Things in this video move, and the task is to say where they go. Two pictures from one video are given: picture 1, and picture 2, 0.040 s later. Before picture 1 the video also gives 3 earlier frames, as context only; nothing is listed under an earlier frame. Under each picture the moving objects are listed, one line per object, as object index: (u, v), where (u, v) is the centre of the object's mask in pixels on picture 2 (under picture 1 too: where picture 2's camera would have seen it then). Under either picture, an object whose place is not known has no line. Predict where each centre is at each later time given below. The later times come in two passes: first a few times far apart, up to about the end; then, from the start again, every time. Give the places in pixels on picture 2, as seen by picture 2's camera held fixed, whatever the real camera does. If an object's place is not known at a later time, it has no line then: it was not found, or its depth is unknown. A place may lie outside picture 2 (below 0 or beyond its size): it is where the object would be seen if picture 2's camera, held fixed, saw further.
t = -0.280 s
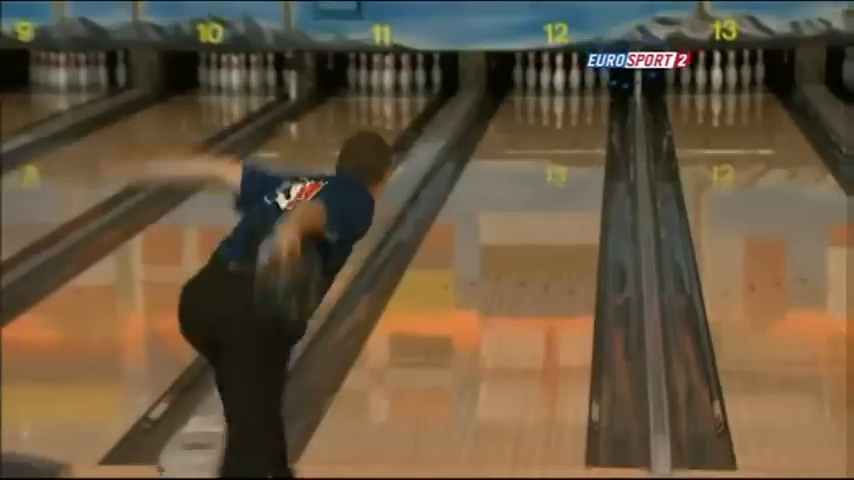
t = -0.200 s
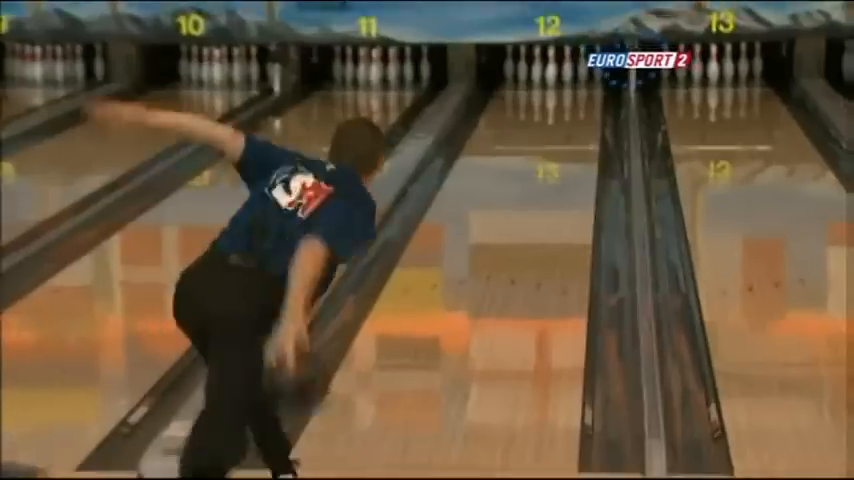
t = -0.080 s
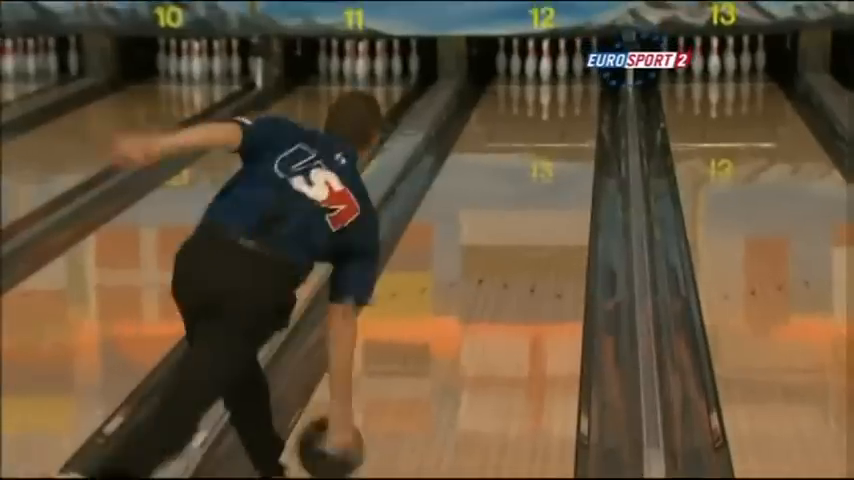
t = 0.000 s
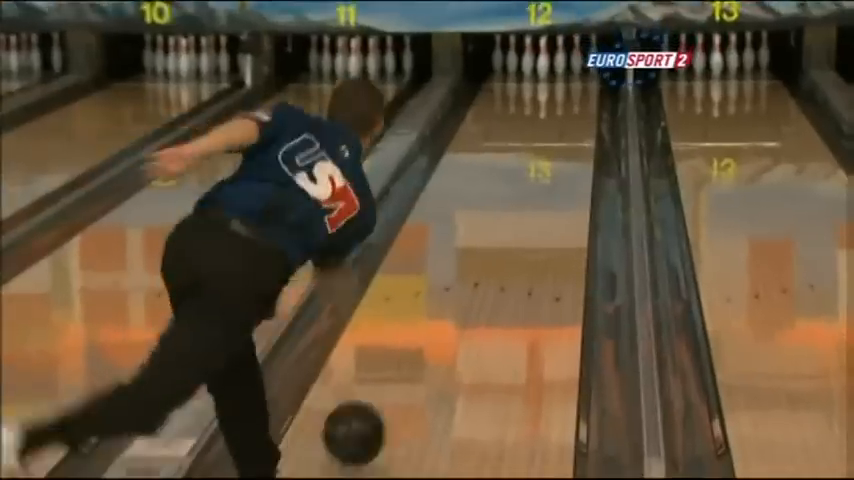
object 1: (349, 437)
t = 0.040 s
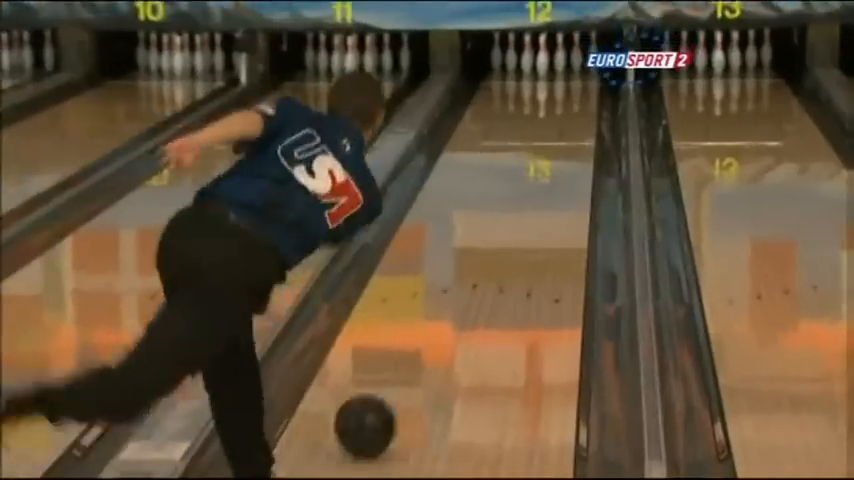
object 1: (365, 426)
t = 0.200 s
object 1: (414, 358)
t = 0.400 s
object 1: (458, 296)
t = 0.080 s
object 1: (378, 406)
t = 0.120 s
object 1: (391, 390)
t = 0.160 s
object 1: (403, 373)
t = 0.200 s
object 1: (414, 358)
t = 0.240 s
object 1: (424, 344)
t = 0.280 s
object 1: (433, 331)
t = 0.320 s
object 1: (442, 318)
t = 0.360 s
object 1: (450, 307)
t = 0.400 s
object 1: (458, 296)
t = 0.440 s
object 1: (466, 285)
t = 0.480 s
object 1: (472, 275)
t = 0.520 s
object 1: (474, 270)
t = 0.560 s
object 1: (487, 255)
